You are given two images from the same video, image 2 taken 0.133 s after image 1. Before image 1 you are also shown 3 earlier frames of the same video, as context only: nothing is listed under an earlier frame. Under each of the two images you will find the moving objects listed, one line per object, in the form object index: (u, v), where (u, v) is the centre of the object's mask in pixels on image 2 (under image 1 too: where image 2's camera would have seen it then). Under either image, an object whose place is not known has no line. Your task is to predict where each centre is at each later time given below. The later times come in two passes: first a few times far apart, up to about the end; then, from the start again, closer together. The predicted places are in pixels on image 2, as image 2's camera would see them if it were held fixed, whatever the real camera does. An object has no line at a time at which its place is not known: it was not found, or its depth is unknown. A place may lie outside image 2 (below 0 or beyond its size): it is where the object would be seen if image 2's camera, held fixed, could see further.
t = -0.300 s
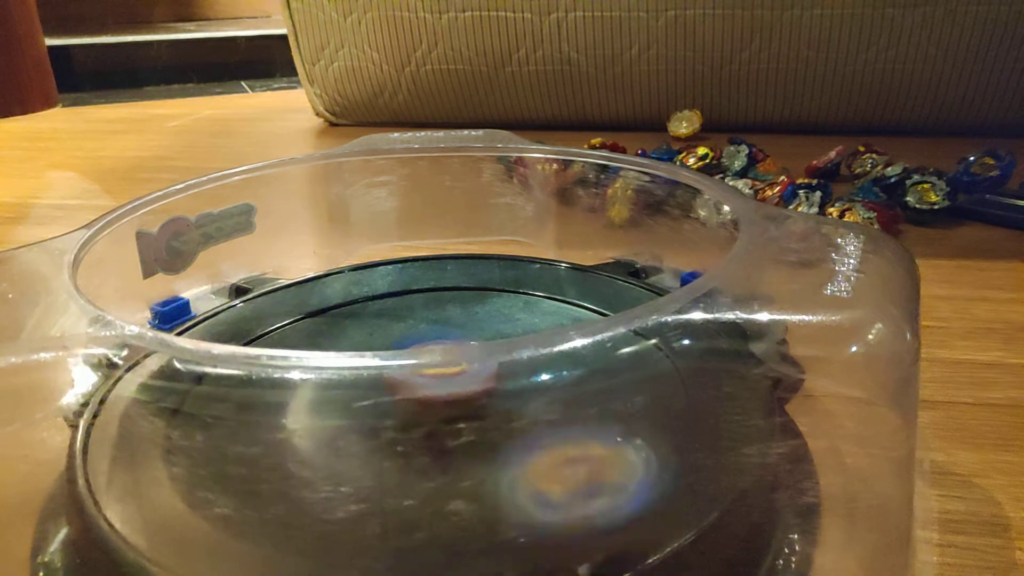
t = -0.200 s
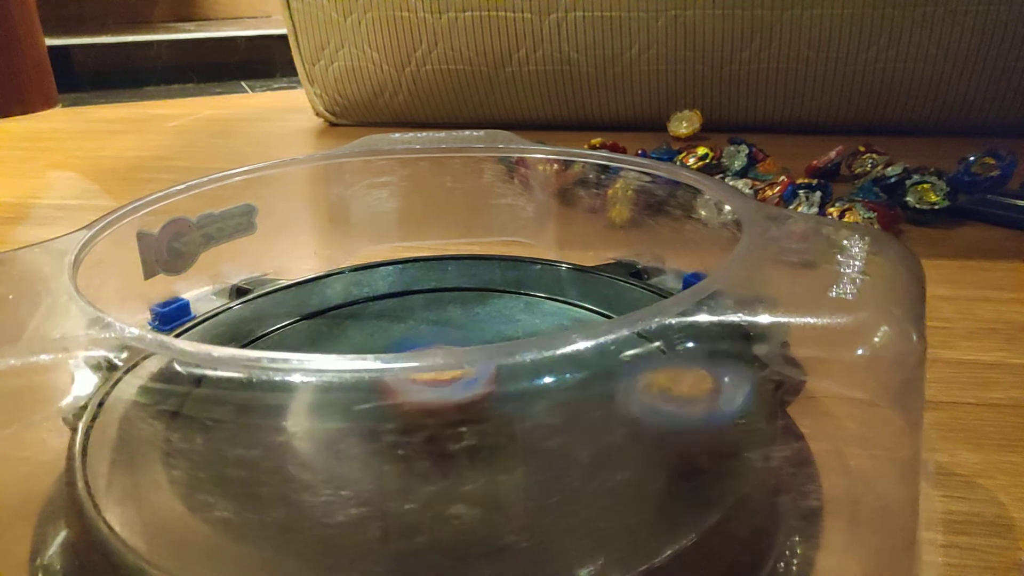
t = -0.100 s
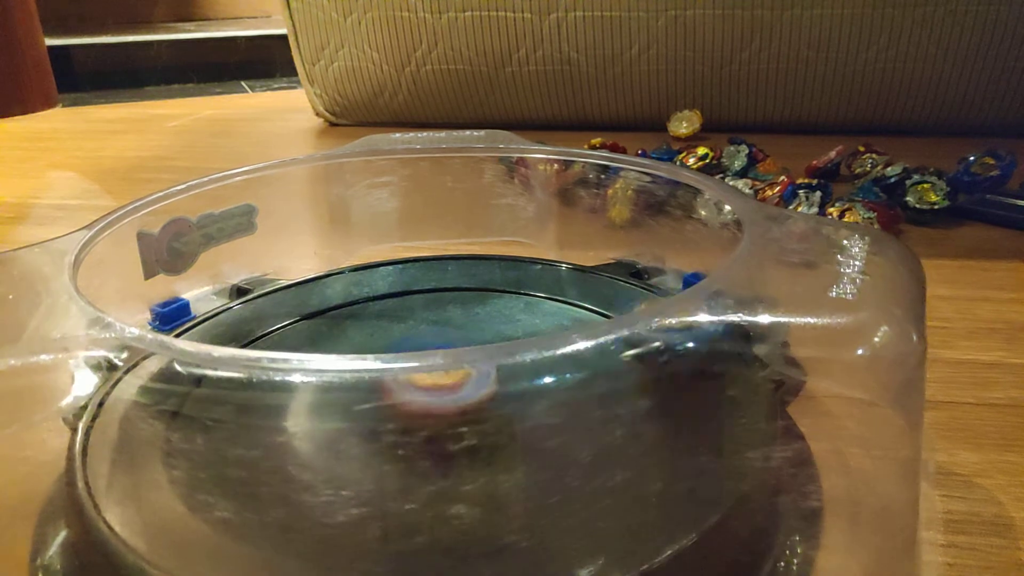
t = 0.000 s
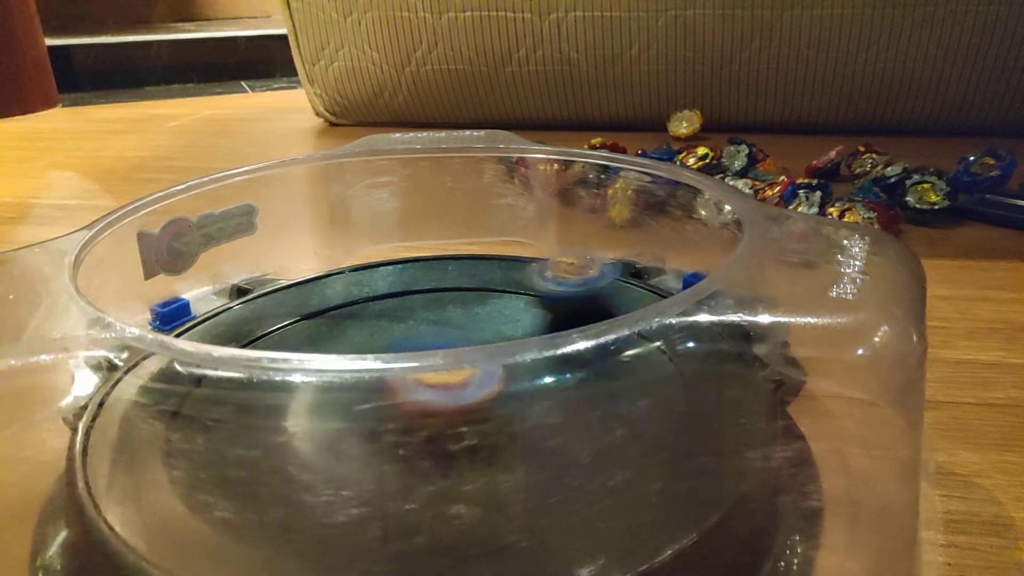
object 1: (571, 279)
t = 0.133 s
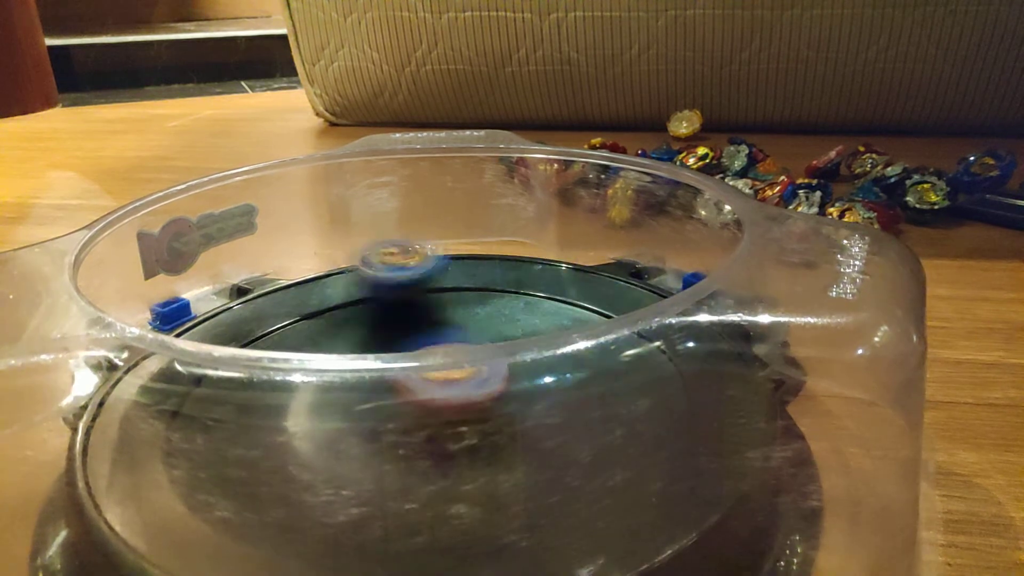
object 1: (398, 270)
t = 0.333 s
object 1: (180, 391)
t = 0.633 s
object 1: (615, 434)
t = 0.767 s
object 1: (647, 345)
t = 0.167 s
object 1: (350, 278)
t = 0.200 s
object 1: (301, 287)
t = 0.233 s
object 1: (257, 312)
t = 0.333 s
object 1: (180, 391)
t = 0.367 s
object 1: (180, 422)
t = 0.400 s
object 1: (213, 449)
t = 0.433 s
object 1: (243, 474)
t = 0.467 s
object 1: (304, 487)
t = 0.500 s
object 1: (374, 497)
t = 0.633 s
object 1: (615, 434)
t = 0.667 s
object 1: (649, 404)
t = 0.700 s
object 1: (660, 379)
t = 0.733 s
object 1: (665, 352)
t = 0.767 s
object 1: (647, 345)
